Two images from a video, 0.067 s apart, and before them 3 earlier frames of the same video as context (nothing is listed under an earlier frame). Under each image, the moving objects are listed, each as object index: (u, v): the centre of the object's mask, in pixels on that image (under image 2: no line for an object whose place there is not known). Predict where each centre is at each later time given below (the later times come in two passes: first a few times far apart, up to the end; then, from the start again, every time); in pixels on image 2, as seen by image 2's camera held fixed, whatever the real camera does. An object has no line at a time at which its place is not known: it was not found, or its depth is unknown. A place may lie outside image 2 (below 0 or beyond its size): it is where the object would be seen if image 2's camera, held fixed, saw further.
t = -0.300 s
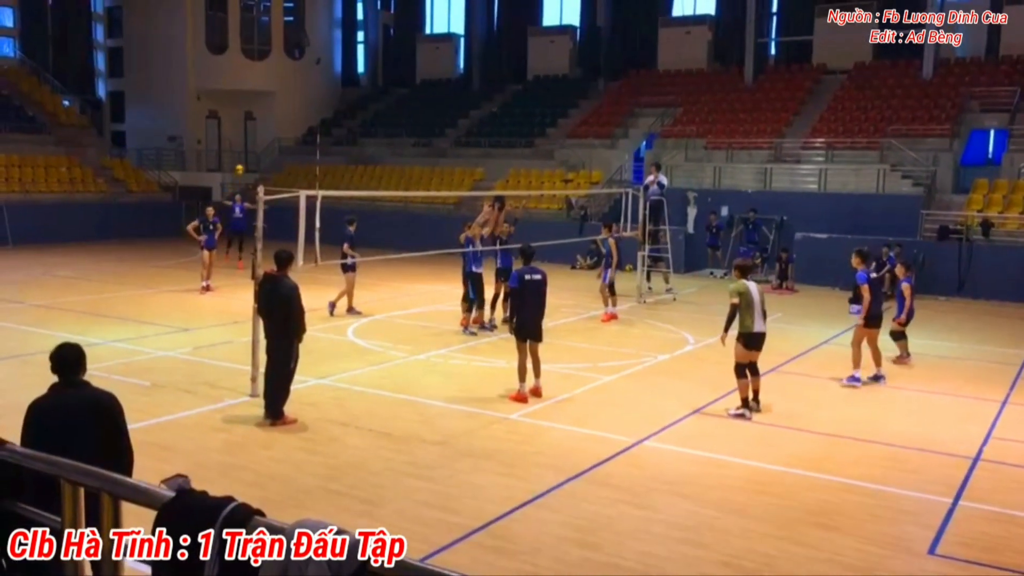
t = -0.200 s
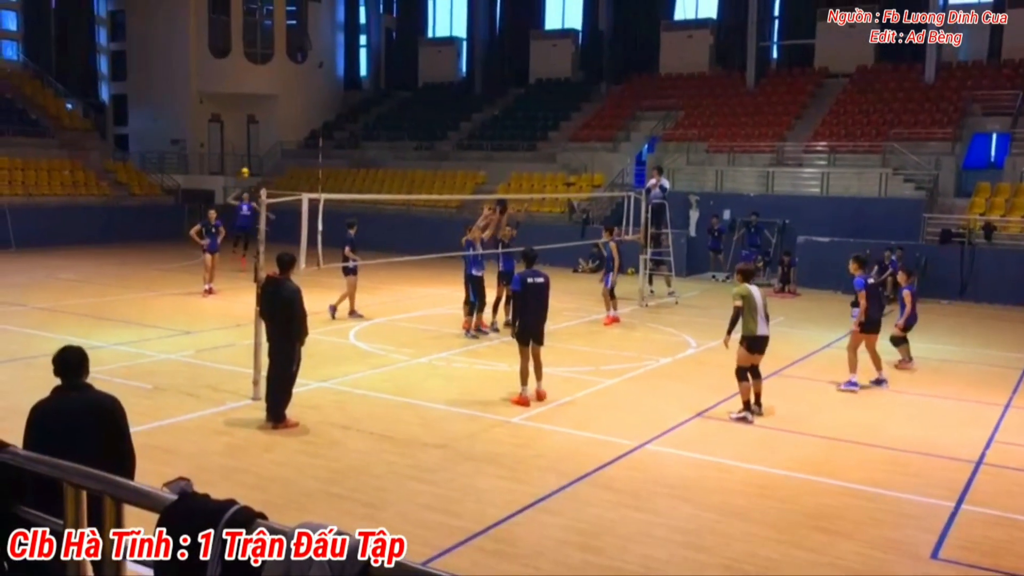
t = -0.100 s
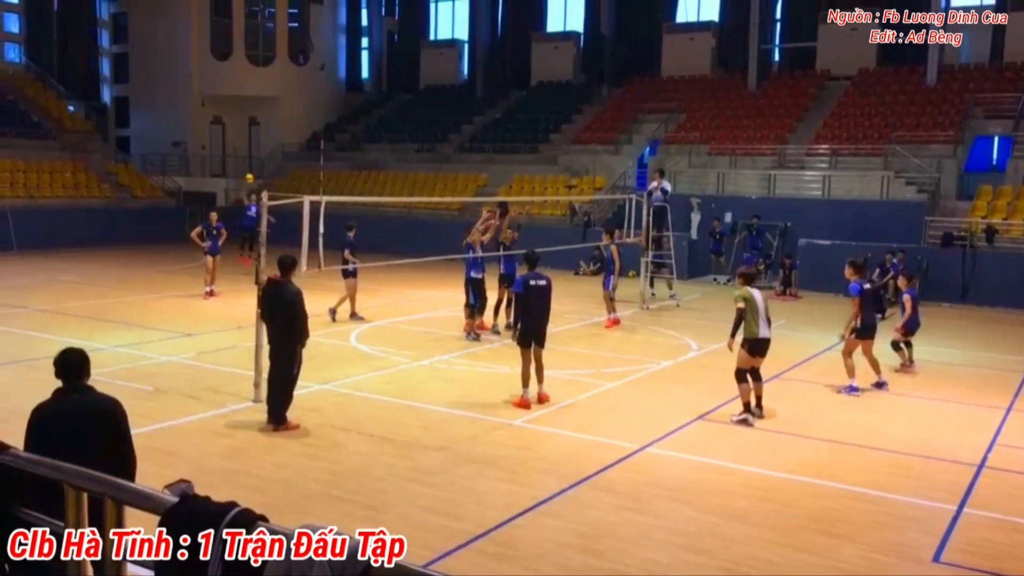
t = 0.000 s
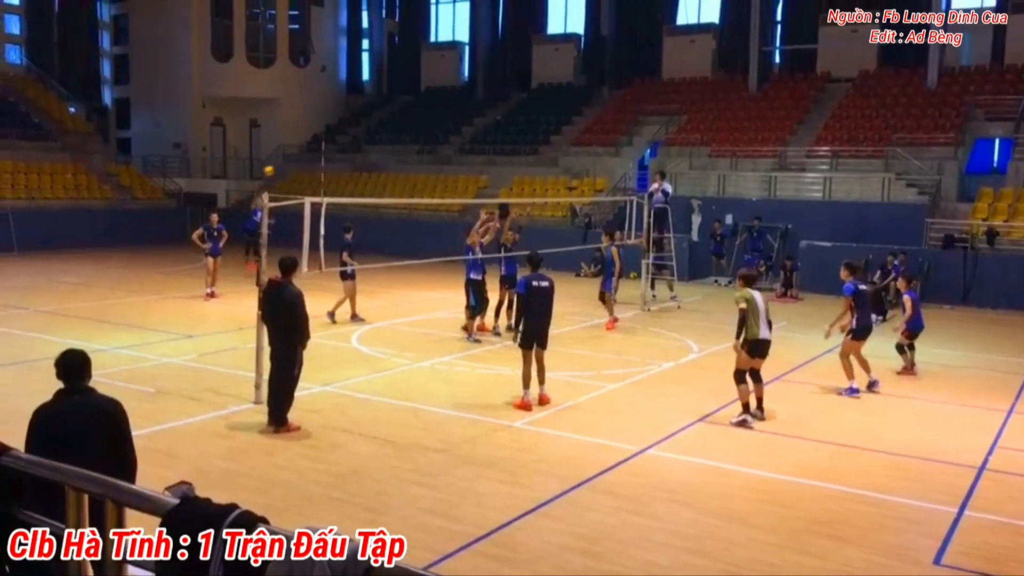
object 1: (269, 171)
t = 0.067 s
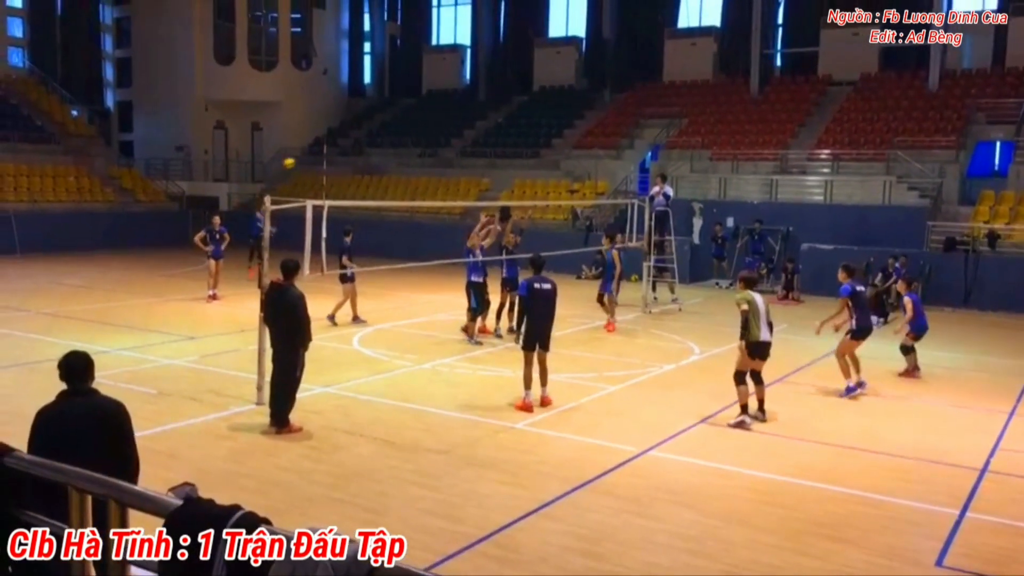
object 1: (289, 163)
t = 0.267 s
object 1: (350, 136)
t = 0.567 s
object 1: (459, 129)
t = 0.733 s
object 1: (540, 152)
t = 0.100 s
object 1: (299, 157)
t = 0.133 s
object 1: (309, 152)
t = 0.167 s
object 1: (319, 148)
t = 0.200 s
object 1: (329, 143)
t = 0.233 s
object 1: (339, 139)
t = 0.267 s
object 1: (350, 136)
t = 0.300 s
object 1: (361, 133)
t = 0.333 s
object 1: (372, 129)
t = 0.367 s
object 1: (383, 127)
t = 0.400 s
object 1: (394, 126)
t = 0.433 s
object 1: (407, 125)
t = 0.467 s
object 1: (419, 125)
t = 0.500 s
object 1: (432, 126)
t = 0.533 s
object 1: (445, 127)
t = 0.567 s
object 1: (459, 129)
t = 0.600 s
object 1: (474, 132)
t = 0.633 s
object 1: (490, 136)
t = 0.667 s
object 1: (506, 141)
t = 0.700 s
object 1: (522, 146)
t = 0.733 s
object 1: (540, 152)
